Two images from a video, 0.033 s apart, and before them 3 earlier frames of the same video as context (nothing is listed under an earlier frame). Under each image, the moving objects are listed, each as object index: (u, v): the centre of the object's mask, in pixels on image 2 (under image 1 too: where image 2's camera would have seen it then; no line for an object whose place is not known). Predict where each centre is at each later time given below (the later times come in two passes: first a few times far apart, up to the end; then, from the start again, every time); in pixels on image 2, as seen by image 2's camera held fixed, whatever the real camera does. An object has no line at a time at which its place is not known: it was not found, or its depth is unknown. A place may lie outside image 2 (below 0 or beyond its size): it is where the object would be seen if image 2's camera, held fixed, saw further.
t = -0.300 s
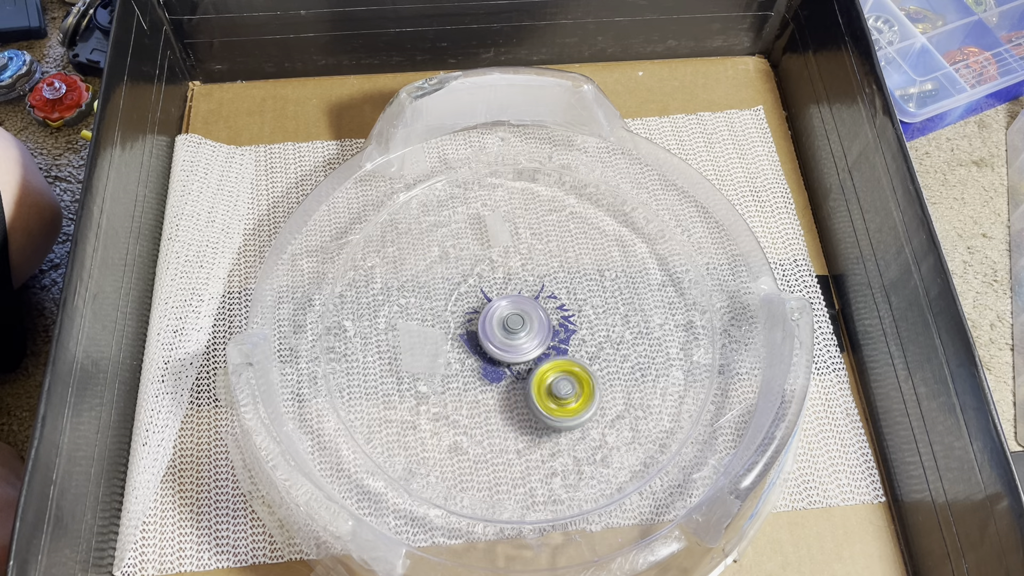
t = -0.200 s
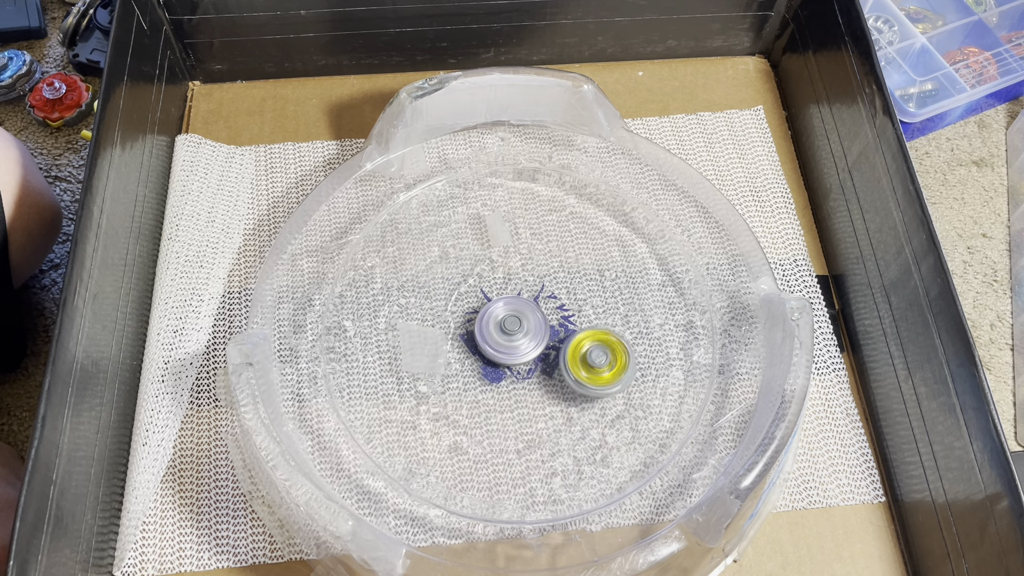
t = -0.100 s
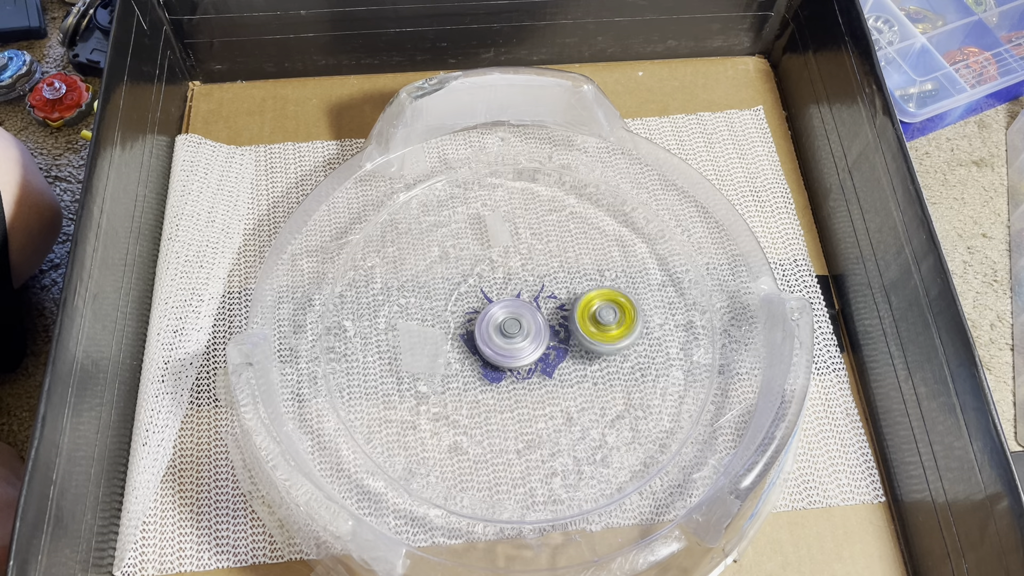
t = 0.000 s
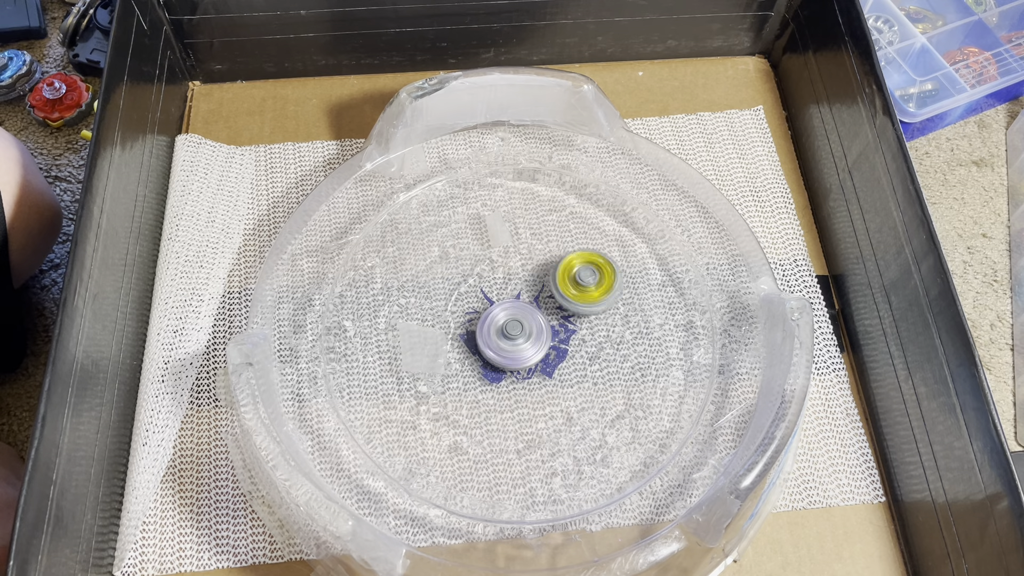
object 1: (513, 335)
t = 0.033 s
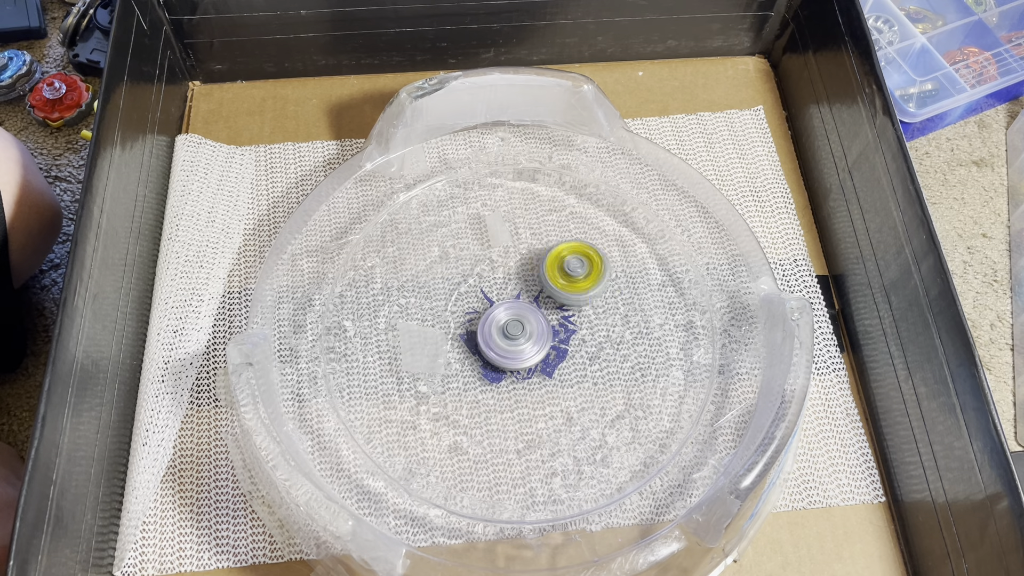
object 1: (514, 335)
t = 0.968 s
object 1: (515, 333)
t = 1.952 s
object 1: (506, 336)
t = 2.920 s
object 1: (512, 334)
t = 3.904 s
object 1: (504, 329)
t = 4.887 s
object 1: (508, 337)
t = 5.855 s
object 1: (518, 269)
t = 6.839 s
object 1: (360, 360)
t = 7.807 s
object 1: (481, 386)
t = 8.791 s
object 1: (618, 380)
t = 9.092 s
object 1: (603, 370)
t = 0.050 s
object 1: (515, 335)
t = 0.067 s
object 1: (515, 335)
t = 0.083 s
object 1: (515, 335)
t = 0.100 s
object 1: (516, 335)
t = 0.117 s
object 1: (516, 335)
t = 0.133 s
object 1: (516, 335)
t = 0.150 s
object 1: (517, 334)
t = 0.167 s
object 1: (517, 334)
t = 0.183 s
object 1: (517, 334)
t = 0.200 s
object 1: (517, 334)
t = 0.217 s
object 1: (517, 333)
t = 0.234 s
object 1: (517, 333)
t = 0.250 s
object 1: (517, 333)
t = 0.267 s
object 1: (517, 332)
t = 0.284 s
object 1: (517, 332)
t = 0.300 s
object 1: (517, 332)
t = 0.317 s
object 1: (517, 332)
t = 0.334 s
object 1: (517, 332)
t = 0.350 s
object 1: (517, 332)
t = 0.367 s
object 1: (516, 331)
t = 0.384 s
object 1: (515, 331)
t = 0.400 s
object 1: (515, 331)
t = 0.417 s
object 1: (514, 331)
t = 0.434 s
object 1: (513, 331)
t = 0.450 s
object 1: (512, 332)
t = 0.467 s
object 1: (512, 332)
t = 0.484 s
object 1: (512, 333)
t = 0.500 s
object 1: (512, 333)
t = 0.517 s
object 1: (512, 333)
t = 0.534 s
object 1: (512, 334)
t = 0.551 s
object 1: (512, 334)
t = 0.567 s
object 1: (513, 334)
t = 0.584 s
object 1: (513, 334)
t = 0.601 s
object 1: (513, 334)
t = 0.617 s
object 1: (513, 334)
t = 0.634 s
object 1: (513, 334)
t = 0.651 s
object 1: (513, 335)
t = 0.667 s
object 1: (513, 335)
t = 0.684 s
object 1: (513, 335)
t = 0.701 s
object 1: (514, 335)
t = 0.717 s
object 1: (514, 335)
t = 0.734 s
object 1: (514, 335)
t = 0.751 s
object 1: (514, 334)
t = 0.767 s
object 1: (514, 334)
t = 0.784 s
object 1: (514, 334)
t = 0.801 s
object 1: (514, 334)
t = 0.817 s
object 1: (514, 334)
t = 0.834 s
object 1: (514, 334)
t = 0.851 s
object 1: (514, 334)
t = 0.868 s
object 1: (515, 334)
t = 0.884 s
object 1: (515, 334)
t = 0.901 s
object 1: (515, 334)
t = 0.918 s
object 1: (515, 334)
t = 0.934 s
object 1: (515, 333)
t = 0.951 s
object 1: (515, 333)
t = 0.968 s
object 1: (515, 333)
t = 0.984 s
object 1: (516, 332)
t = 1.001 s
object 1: (516, 332)
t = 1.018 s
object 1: (515, 331)
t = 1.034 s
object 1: (514, 331)
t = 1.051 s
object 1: (513, 330)
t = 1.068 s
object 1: (513, 331)
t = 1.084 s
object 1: (512, 331)
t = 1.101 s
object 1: (512, 331)
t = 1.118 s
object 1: (511, 331)
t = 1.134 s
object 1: (511, 332)
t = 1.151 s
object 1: (511, 332)
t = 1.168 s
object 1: (511, 332)
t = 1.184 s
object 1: (511, 332)
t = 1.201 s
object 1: (511, 333)
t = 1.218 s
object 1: (511, 333)
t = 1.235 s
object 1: (510, 333)
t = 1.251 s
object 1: (511, 333)
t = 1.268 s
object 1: (510, 334)
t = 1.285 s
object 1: (511, 334)
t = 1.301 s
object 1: (511, 334)
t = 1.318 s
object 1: (511, 334)
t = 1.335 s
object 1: (511, 334)
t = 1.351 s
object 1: (511, 334)
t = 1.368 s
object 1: (511, 334)
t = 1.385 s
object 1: (511, 334)
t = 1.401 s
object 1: (511, 335)
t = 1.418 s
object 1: (511, 335)
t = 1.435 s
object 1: (511, 335)
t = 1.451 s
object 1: (511, 335)
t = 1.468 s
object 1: (511, 335)
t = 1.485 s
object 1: (512, 335)
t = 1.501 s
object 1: (512, 335)
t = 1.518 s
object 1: (512, 335)
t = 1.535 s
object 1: (512, 335)
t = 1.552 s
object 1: (513, 335)
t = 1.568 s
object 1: (513, 335)
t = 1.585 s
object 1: (513, 334)
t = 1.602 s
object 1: (513, 334)
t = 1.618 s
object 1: (514, 334)
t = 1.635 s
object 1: (514, 334)
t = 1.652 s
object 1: (515, 333)
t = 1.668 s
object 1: (515, 333)
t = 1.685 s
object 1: (515, 332)
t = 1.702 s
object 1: (516, 332)
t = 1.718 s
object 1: (516, 331)
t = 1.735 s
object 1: (515, 330)
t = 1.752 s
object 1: (514, 329)
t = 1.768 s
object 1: (513, 329)
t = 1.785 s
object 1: (512, 329)
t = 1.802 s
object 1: (511, 328)
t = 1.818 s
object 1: (510, 329)
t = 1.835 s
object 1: (509, 329)
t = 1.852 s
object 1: (508, 330)
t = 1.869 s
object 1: (507, 331)
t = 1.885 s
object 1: (506, 332)
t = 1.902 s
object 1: (506, 333)
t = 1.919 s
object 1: (506, 334)
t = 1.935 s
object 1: (506, 335)
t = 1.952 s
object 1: (506, 336)
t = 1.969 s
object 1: (507, 337)
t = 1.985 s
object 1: (508, 337)
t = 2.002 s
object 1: (509, 338)
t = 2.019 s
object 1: (510, 338)
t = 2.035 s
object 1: (511, 339)
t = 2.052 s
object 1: (513, 339)
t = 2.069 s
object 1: (514, 339)
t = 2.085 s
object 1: (515, 339)
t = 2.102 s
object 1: (516, 338)
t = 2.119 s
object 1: (517, 338)
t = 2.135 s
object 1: (518, 337)
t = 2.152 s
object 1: (518, 336)
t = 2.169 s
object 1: (519, 335)
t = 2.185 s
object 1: (520, 334)
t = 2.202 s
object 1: (520, 333)
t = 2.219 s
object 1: (521, 332)
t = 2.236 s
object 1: (520, 331)
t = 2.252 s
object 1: (520, 330)
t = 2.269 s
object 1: (519, 329)
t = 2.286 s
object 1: (518, 328)
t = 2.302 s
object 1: (517, 327)
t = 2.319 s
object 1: (516, 326)
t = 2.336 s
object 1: (515, 326)
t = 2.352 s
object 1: (514, 326)
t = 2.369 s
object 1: (513, 326)
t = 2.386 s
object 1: (512, 326)
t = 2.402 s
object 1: (511, 326)
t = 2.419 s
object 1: (510, 327)
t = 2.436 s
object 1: (510, 328)
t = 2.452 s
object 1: (509, 328)
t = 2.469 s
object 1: (508, 329)
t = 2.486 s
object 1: (507, 330)
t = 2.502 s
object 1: (506, 330)
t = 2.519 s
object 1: (506, 331)
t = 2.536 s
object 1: (505, 332)
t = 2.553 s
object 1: (505, 333)
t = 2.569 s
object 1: (505, 334)
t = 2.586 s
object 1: (505, 335)
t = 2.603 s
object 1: (507, 336)
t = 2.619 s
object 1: (510, 338)
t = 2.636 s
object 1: (512, 338)
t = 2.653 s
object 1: (514, 338)
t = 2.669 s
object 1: (514, 337)
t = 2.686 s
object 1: (514, 336)
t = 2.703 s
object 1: (514, 336)
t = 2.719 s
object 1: (514, 335)
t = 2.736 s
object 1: (514, 335)
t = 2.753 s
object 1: (514, 335)
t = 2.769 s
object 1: (514, 334)
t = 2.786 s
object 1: (514, 334)
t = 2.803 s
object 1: (514, 334)
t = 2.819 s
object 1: (514, 334)
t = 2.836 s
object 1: (513, 334)
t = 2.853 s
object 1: (513, 334)
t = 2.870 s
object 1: (513, 334)
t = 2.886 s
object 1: (513, 334)
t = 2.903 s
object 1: (512, 334)
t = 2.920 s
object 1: (512, 334)
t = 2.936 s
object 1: (512, 334)
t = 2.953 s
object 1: (511, 334)
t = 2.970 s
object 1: (511, 334)
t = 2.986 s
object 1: (510, 334)
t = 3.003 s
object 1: (510, 334)
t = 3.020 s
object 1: (509, 333)
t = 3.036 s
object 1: (508, 333)
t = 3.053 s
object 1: (507, 332)
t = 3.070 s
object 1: (507, 331)
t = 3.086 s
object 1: (506, 331)
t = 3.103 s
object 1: (506, 331)
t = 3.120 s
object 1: (505, 331)
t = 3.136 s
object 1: (505, 332)
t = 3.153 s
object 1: (504, 332)
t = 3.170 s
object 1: (504, 332)
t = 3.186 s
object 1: (504, 333)
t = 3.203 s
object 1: (503, 333)
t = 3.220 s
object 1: (503, 334)
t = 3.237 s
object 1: (503, 334)
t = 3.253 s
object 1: (504, 335)
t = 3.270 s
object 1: (504, 335)
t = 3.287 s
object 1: (505, 336)
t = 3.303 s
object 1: (505, 336)
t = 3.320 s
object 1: (506, 336)
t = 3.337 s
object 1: (507, 337)
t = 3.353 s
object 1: (508, 337)
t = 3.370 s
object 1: (509, 337)
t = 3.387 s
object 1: (510, 337)
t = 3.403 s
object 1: (511, 337)
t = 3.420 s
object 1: (512, 336)
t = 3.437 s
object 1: (512, 336)
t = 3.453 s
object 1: (514, 335)
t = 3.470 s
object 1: (514, 334)
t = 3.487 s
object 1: (515, 334)
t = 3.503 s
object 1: (516, 332)
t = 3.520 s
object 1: (517, 332)
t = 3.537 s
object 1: (517, 330)
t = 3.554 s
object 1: (517, 329)
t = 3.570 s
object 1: (517, 329)
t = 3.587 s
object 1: (517, 329)
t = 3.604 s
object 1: (516, 329)
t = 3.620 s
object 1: (516, 328)
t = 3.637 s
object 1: (515, 327)
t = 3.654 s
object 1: (515, 327)
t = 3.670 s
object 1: (514, 326)
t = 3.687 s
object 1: (513, 326)
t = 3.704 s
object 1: (512, 326)
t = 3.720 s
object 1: (511, 326)
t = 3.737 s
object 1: (511, 326)
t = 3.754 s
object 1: (511, 326)
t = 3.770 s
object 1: (511, 326)
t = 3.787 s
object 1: (510, 326)
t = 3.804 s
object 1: (509, 326)
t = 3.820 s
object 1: (508, 327)
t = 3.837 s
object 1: (507, 327)
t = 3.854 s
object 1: (506, 327)
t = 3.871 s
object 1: (505, 328)
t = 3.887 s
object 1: (504, 329)
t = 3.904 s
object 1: (504, 329)
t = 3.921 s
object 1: (503, 330)
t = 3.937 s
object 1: (502, 331)
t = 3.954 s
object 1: (502, 332)
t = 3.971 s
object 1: (502, 333)
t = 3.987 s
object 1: (502, 334)
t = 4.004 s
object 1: (502, 334)
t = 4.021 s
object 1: (502, 335)
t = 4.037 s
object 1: (503, 335)
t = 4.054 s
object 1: (503, 335)
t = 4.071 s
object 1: (503, 335)
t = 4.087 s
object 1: (504, 337)
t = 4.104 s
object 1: (504, 337)
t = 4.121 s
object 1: (504, 338)
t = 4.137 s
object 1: (505, 339)
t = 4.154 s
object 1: (506, 339)
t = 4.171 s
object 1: (507, 340)
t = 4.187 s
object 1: (507, 340)
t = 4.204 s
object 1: (508, 341)
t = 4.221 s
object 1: (509, 340)
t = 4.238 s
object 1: (510, 340)
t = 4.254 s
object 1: (511, 340)
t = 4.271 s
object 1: (512, 340)
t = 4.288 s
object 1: (513, 340)
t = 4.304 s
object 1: (514, 340)
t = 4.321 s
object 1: (515, 340)
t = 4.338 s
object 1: (516, 339)
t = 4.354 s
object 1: (517, 339)
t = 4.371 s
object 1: (518, 338)
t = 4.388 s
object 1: (519, 338)
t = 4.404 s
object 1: (519, 337)
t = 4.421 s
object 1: (519, 337)
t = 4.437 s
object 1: (519, 335)
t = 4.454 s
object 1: (519, 335)
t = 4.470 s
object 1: (519, 333)
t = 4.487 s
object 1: (519, 333)
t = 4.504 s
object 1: (518, 332)
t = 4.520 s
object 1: (518, 331)
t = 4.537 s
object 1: (517, 330)
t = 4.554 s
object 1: (516, 329)
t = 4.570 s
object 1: (515, 329)
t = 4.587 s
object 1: (514, 328)
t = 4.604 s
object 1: (513, 328)
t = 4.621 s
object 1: (513, 327)
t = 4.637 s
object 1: (511, 327)
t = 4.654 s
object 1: (510, 328)
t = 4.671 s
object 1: (509, 329)
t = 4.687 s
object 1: (508, 330)
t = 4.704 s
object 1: (508, 331)
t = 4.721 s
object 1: (507, 332)
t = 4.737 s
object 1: (507, 332)
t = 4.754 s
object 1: (507, 333)
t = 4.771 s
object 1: (506, 333)
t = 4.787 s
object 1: (506, 334)
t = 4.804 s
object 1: (506, 335)
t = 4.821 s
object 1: (507, 335)
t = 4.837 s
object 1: (507, 336)
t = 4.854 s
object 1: (507, 336)
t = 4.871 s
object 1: (508, 336)
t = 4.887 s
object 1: (508, 337)
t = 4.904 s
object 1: (509, 337)
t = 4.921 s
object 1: (509, 337)
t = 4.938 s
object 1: (510, 338)
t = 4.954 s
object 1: (511, 338)
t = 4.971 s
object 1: (512, 339)
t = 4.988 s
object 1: (516, 342)
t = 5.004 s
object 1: (520, 344)
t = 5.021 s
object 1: (522, 345)
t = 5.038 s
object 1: (524, 346)
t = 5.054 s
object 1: (525, 346)
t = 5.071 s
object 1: (526, 345)
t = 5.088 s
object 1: (527, 345)
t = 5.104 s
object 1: (528, 344)
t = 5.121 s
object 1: (529, 344)
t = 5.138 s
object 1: (530, 343)
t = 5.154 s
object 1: (531, 342)
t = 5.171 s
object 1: (531, 341)
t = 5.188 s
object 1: (532, 340)
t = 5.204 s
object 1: (532, 339)
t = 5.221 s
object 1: (532, 338)
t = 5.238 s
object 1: (532, 337)
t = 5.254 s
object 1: (532, 335)
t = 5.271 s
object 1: (531, 335)
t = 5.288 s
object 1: (531, 333)
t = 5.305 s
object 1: (530, 332)
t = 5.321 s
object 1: (530, 331)
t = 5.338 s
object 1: (529, 330)
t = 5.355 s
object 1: (528, 329)
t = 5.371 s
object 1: (527, 329)
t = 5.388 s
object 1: (526, 328)
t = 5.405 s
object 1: (525, 328)
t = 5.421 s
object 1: (523, 326)
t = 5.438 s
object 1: (523, 325)
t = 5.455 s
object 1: (526, 313)
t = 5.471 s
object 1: (531, 301)
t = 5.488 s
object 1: (534, 290)
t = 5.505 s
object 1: (537, 282)
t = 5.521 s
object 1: (540, 276)
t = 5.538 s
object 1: (542, 271)
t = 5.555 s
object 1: (542, 268)
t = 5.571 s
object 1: (542, 266)
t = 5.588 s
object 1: (541, 265)
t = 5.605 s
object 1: (540, 264)
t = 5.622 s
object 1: (539, 263)
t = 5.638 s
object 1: (537, 263)
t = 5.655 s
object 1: (536, 263)
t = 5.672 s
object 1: (534, 263)
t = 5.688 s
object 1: (533, 263)
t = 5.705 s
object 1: (531, 263)
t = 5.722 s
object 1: (530, 263)
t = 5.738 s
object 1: (528, 263)
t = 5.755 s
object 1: (527, 264)
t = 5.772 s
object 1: (525, 264)
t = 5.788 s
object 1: (524, 265)
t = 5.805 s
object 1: (522, 266)
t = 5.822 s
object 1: (521, 267)
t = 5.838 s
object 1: (520, 268)
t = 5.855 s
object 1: (518, 269)
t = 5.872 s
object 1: (517, 270)
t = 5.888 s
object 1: (515, 272)
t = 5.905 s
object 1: (514, 273)
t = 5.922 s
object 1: (514, 274)
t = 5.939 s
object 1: (512, 276)
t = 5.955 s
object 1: (511, 277)
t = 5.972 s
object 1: (510, 279)
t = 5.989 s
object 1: (510, 281)
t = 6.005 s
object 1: (509, 283)
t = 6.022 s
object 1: (508, 284)
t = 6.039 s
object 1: (507, 286)
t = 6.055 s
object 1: (507, 288)
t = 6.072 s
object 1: (506, 290)
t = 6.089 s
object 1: (506, 291)
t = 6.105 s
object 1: (505, 293)
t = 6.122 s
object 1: (505, 295)
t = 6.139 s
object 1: (494, 290)
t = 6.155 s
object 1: (480, 284)
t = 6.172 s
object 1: (468, 280)
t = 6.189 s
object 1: (458, 276)
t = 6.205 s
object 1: (450, 274)
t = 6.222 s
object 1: (445, 274)
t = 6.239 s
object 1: (441, 275)
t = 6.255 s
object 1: (439, 277)
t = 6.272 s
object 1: (436, 279)
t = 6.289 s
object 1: (434, 282)
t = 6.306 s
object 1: (432, 284)
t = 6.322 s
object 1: (430, 285)
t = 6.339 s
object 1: (428, 287)
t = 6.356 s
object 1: (426, 289)
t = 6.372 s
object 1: (425, 291)
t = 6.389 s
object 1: (423, 293)
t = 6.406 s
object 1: (421, 295)
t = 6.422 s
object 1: (420, 297)
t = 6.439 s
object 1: (419, 299)
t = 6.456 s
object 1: (418, 300)
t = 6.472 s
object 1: (417, 302)
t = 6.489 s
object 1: (417, 304)
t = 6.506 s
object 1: (416, 306)
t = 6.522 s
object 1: (415, 308)
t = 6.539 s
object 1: (415, 310)
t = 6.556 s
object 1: (415, 312)
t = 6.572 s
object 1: (415, 314)
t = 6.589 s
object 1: (414, 316)
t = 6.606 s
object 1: (414, 318)
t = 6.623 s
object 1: (415, 321)
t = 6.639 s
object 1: (415, 323)
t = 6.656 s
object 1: (413, 325)
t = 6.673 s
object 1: (411, 327)
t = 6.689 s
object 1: (398, 332)
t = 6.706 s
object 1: (386, 336)
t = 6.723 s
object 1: (377, 340)
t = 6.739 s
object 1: (370, 344)
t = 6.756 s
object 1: (366, 348)
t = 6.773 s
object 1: (365, 350)
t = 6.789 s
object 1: (363, 353)
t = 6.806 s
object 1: (362, 356)
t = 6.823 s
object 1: (361, 359)
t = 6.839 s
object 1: (360, 360)
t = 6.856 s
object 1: (359, 362)
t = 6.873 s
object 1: (358, 364)
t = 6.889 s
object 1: (358, 366)
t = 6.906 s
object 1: (358, 368)
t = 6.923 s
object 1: (357, 369)
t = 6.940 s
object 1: (357, 371)
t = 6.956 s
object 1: (357, 372)
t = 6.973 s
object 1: (358, 373)
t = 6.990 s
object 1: (359, 374)
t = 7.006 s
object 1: (359, 376)
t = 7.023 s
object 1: (360, 377)
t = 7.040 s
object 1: (360, 378)
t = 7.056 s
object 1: (361, 379)
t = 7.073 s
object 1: (362, 380)
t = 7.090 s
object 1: (364, 381)
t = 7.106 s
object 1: (365, 381)
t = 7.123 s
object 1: (366, 382)
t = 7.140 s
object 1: (367, 384)
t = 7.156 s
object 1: (369, 384)
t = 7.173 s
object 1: (371, 385)
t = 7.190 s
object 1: (373, 385)
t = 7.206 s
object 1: (375, 386)
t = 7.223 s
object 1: (377, 387)
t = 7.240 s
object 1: (379, 387)
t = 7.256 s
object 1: (382, 388)
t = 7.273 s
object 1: (384, 388)
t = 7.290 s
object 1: (387, 389)
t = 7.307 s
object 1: (389, 389)
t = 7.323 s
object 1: (392, 389)
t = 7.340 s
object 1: (395, 389)
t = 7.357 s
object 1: (398, 390)
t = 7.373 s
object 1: (401, 389)
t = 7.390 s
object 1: (405, 390)
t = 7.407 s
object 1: (408, 390)
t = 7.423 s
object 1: (411, 390)
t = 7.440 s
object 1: (414, 389)
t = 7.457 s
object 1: (418, 389)
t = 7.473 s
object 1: (421, 389)
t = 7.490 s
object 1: (424, 389)
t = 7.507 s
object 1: (428, 388)
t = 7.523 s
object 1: (432, 388)
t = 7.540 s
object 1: (436, 388)
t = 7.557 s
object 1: (439, 388)
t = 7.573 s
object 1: (443, 387)
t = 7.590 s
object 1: (447, 387)
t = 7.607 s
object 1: (451, 386)
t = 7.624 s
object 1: (455, 385)
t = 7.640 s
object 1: (459, 384)
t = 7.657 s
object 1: (462, 384)
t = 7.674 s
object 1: (466, 383)
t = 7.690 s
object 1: (466, 384)
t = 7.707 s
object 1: (467, 384)
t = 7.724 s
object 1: (470, 384)
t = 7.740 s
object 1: (474, 384)
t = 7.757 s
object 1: (478, 384)
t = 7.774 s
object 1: (481, 383)
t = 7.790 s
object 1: (483, 383)
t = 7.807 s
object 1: (481, 386)
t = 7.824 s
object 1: (482, 388)
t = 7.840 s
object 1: (483, 389)
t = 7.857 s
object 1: (485, 389)
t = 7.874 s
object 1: (489, 389)
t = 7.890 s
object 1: (491, 389)
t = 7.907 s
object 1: (494, 389)
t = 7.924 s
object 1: (497, 389)
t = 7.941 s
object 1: (500, 389)
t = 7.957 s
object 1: (503, 389)
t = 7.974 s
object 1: (506, 389)
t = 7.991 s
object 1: (508, 389)
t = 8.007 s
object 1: (512, 388)
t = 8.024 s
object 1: (514, 388)
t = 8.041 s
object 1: (517, 388)
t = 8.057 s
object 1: (520, 387)
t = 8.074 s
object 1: (523, 387)
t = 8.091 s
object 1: (525, 387)
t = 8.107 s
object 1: (528, 387)
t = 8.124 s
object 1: (530, 386)
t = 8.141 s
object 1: (533, 386)
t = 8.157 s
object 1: (536, 385)
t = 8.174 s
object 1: (538, 384)
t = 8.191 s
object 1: (540, 383)
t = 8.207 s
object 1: (543, 383)
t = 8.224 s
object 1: (545, 382)
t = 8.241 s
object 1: (547, 381)
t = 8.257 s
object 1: (549, 381)
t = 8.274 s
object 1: (551, 381)
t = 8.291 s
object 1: (557, 383)
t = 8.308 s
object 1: (561, 385)
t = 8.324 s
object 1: (563, 385)
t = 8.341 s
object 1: (567, 384)
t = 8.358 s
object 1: (569, 384)
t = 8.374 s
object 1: (571, 384)
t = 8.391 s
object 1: (573, 383)
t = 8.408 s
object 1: (575, 383)
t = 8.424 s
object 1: (577, 383)
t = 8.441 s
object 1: (580, 383)
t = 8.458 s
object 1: (581, 382)
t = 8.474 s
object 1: (583, 382)
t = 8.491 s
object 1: (584, 381)
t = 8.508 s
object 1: (585, 381)
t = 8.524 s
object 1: (588, 381)
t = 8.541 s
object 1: (590, 380)
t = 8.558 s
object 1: (593, 381)
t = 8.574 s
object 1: (600, 382)
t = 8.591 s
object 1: (605, 383)
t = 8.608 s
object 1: (607, 383)
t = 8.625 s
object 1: (609, 383)
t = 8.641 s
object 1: (611, 382)
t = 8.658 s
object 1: (612, 382)
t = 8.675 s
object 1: (614, 382)
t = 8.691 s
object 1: (615, 381)
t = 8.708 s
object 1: (615, 381)
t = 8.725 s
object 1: (616, 381)
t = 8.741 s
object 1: (617, 380)
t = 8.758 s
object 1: (617, 380)
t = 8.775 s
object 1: (618, 380)
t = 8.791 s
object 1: (618, 380)
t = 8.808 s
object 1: (619, 380)
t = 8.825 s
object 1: (619, 379)
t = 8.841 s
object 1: (619, 379)
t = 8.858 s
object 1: (619, 379)
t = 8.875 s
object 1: (618, 378)
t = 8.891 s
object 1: (618, 377)
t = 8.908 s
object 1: (617, 377)
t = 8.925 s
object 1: (617, 377)
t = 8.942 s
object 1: (615, 375)
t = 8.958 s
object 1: (614, 375)
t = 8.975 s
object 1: (613, 375)
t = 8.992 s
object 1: (612, 374)
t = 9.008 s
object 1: (610, 373)
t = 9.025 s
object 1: (609, 373)
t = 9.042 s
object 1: (607, 372)
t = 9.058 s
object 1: (606, 371)
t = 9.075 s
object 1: (605, 371)
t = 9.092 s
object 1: (603, 370)
